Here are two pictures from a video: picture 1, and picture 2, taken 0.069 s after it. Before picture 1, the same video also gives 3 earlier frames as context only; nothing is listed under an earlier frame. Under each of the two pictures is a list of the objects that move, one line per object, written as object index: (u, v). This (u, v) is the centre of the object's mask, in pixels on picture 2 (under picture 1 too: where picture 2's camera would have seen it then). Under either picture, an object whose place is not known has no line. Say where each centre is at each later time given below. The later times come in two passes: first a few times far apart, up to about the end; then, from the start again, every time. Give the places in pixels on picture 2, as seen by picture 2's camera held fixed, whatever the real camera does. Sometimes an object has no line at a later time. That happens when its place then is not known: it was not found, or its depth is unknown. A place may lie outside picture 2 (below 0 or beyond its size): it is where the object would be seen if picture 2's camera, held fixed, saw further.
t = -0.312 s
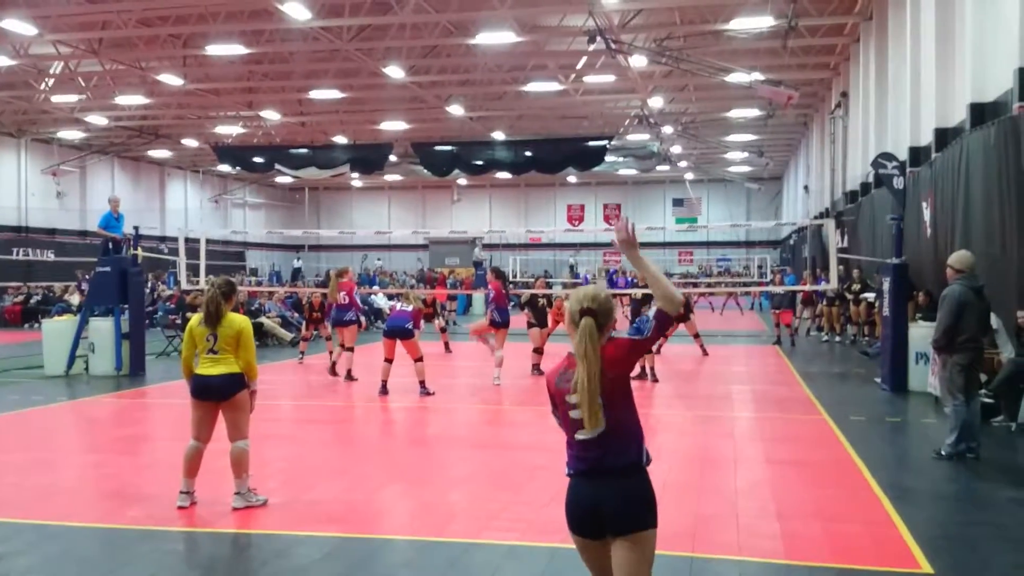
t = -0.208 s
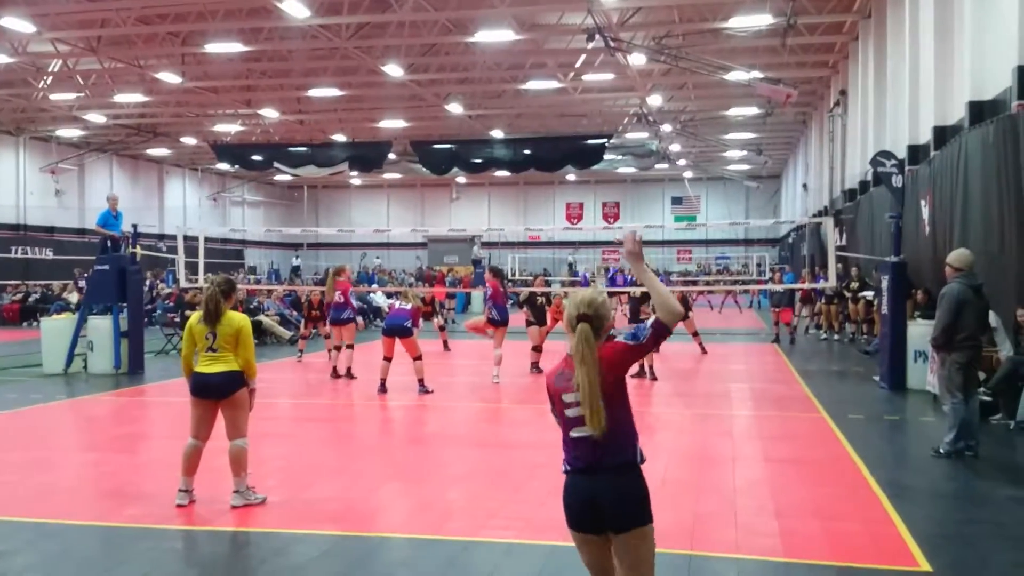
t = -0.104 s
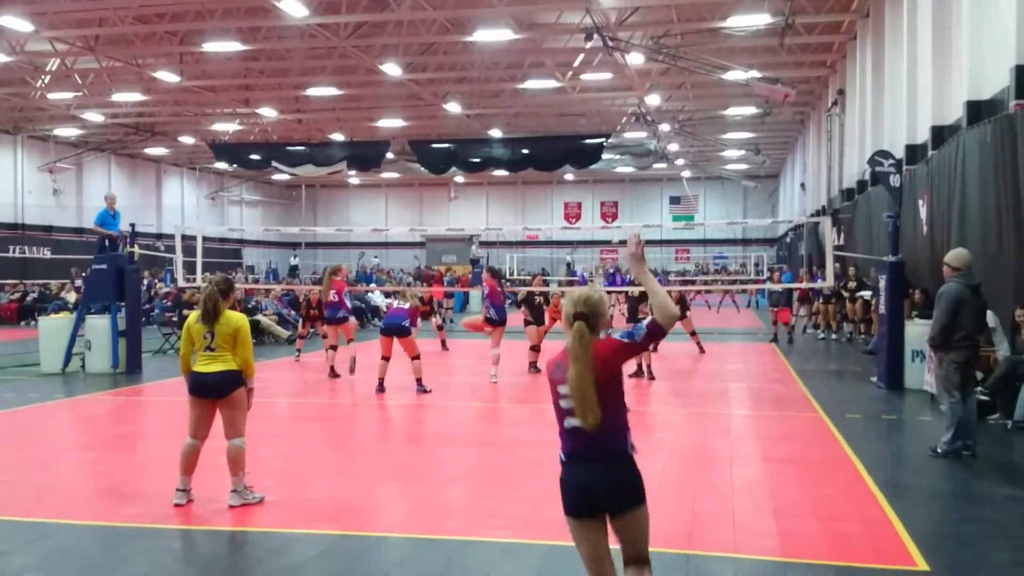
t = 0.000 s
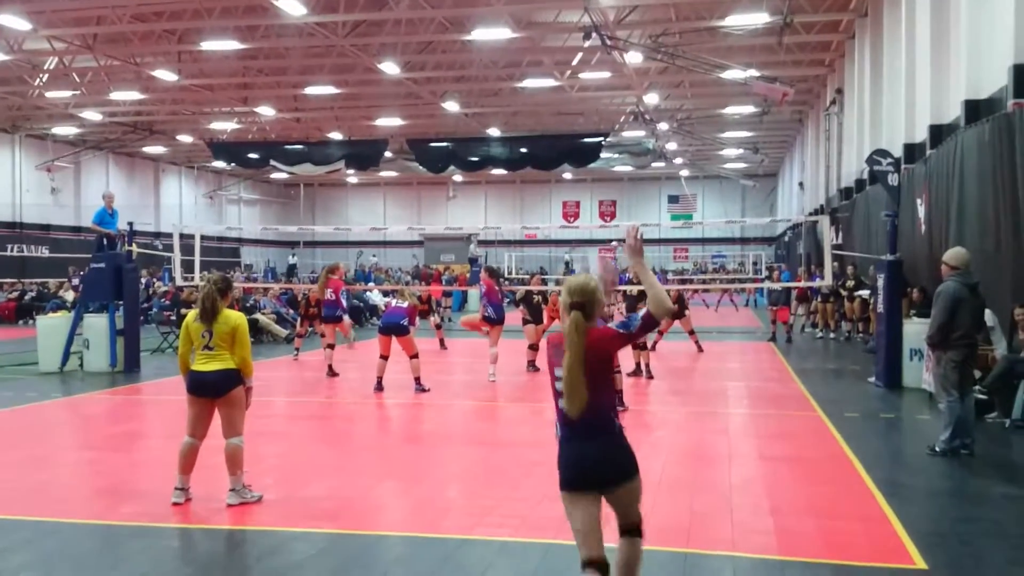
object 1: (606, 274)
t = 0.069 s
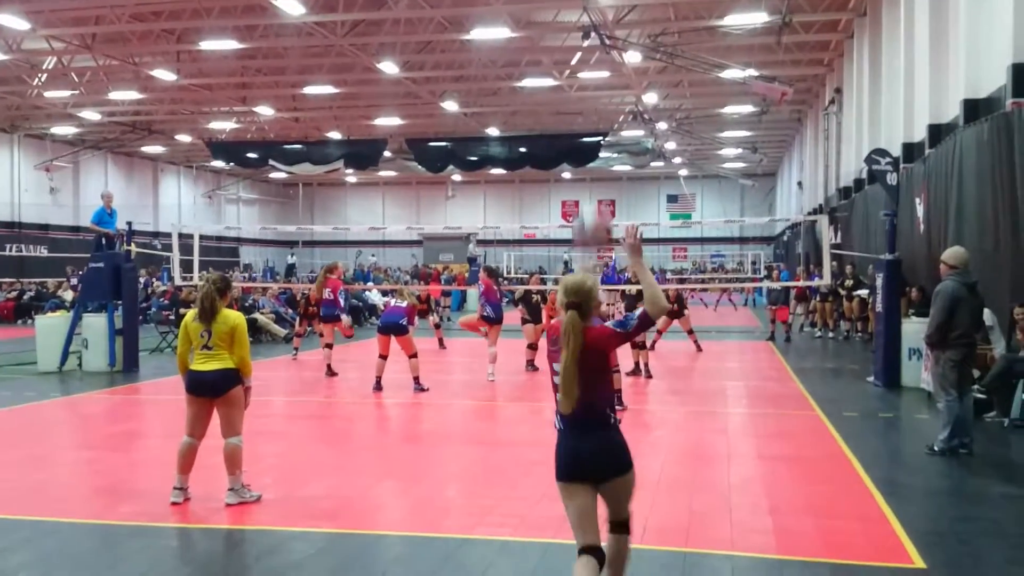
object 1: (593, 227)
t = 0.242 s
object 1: (583, 144)
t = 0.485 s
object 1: (575, 146)
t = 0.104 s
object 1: (591, 206)
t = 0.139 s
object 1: (590, 187)
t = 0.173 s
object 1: (588, 173)
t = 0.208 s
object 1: (584, 151)
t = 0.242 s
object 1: (583, 144)
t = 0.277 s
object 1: (582, 139)
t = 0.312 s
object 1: (581, 135)
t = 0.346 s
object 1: (580, 133)
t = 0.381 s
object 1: (578, 134)
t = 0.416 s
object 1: (577, 136)
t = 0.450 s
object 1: (576, 140)
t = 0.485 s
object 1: (575, 146)
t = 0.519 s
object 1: (572, 153)
